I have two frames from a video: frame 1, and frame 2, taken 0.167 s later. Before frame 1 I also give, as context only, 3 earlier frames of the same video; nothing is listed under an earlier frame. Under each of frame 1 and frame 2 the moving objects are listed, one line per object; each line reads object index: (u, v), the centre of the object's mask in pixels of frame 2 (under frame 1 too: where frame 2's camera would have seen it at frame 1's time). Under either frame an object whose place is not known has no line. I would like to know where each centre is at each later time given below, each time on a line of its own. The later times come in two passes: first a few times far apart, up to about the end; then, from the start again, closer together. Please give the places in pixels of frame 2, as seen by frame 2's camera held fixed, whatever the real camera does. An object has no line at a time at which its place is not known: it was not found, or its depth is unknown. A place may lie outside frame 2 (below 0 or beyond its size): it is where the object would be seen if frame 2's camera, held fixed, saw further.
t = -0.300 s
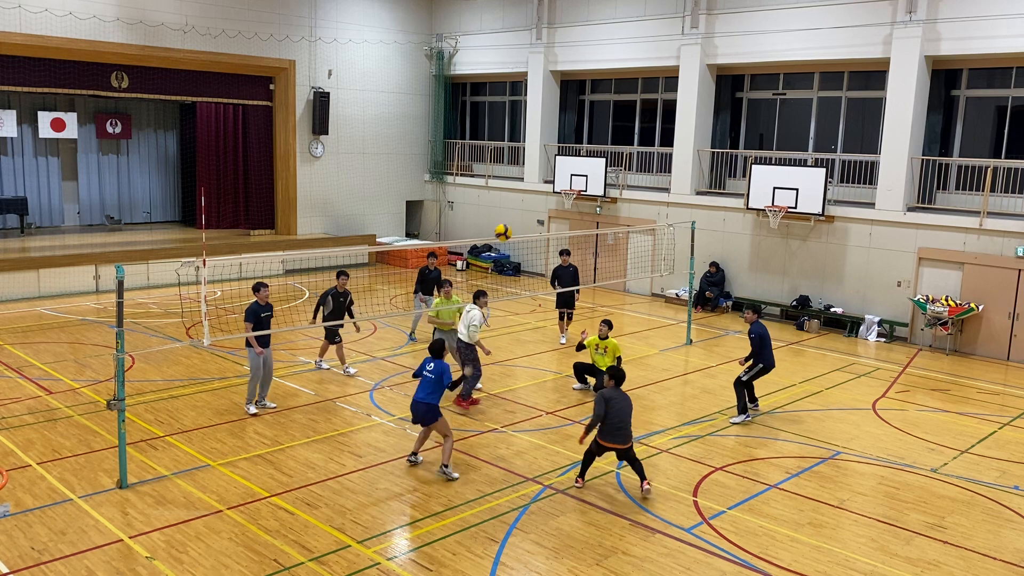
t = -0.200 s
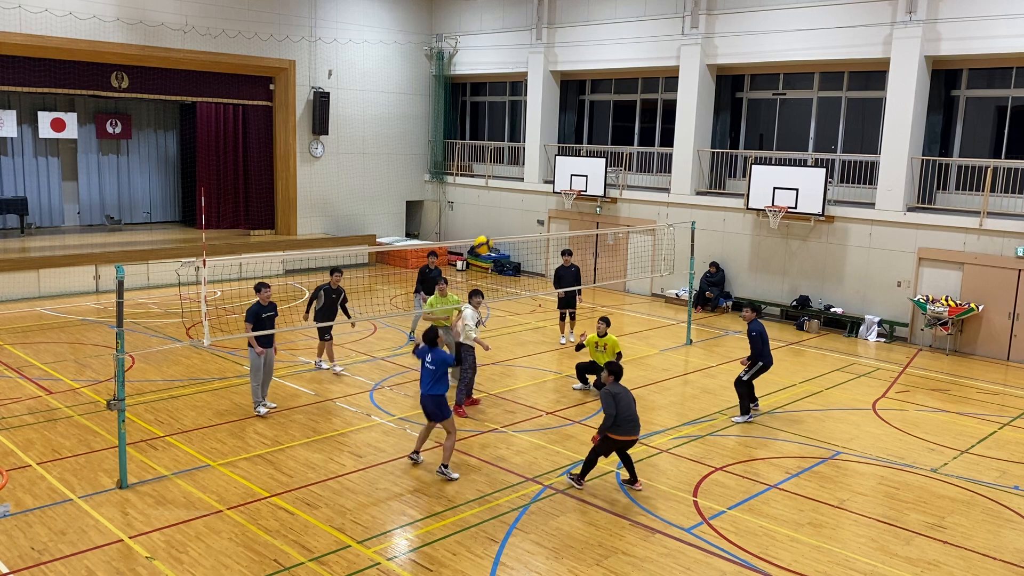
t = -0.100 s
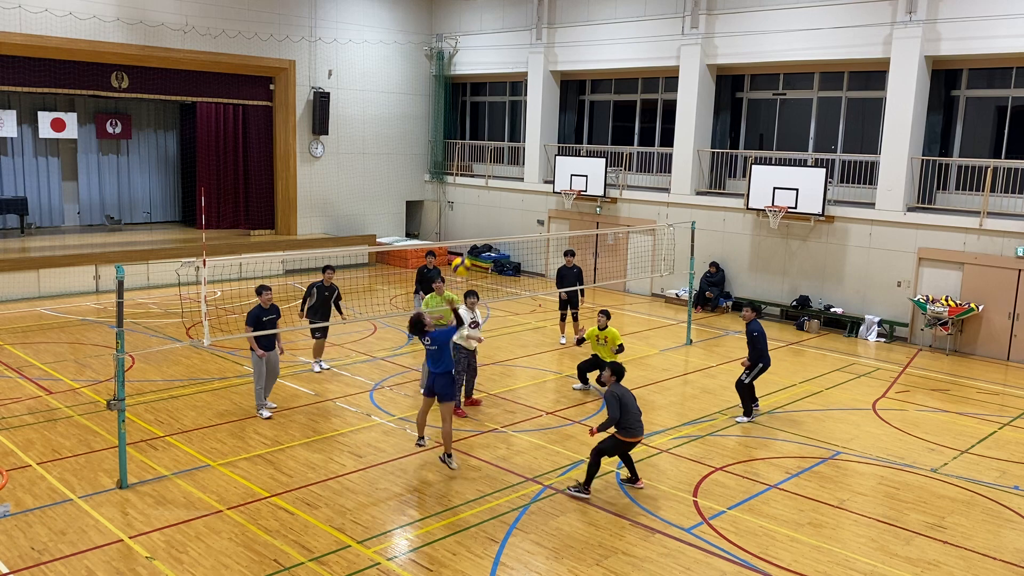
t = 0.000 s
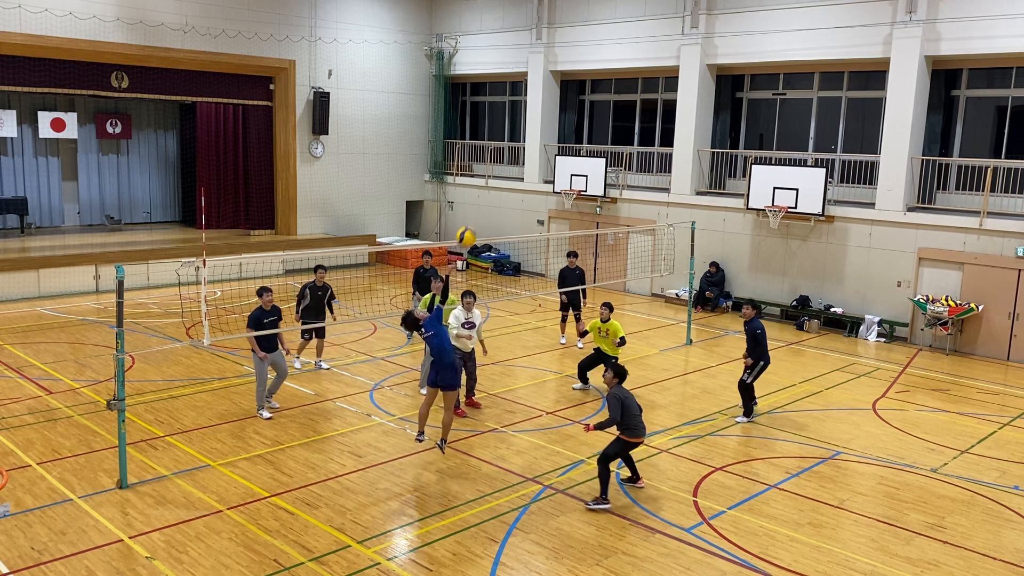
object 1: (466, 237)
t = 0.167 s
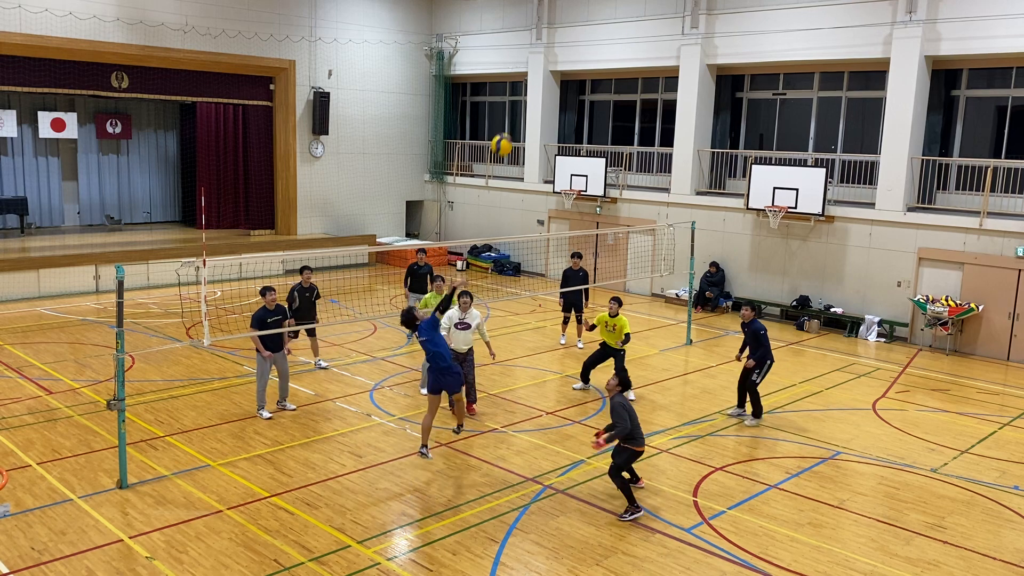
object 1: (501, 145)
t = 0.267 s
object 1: (523, 99)
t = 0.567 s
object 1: (591, 14)
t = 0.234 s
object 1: (516, 113)
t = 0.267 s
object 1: (523, 99)
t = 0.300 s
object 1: (530, 86)
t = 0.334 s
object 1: (538, 74)
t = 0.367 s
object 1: (546, 61)
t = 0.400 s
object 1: (553, 51)
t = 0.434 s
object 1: (561, 41)
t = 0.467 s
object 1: (568, 32)
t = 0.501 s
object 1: (576, 25)
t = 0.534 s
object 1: (583, 19)
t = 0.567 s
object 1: (591, 14)
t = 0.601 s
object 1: (599, 11)
